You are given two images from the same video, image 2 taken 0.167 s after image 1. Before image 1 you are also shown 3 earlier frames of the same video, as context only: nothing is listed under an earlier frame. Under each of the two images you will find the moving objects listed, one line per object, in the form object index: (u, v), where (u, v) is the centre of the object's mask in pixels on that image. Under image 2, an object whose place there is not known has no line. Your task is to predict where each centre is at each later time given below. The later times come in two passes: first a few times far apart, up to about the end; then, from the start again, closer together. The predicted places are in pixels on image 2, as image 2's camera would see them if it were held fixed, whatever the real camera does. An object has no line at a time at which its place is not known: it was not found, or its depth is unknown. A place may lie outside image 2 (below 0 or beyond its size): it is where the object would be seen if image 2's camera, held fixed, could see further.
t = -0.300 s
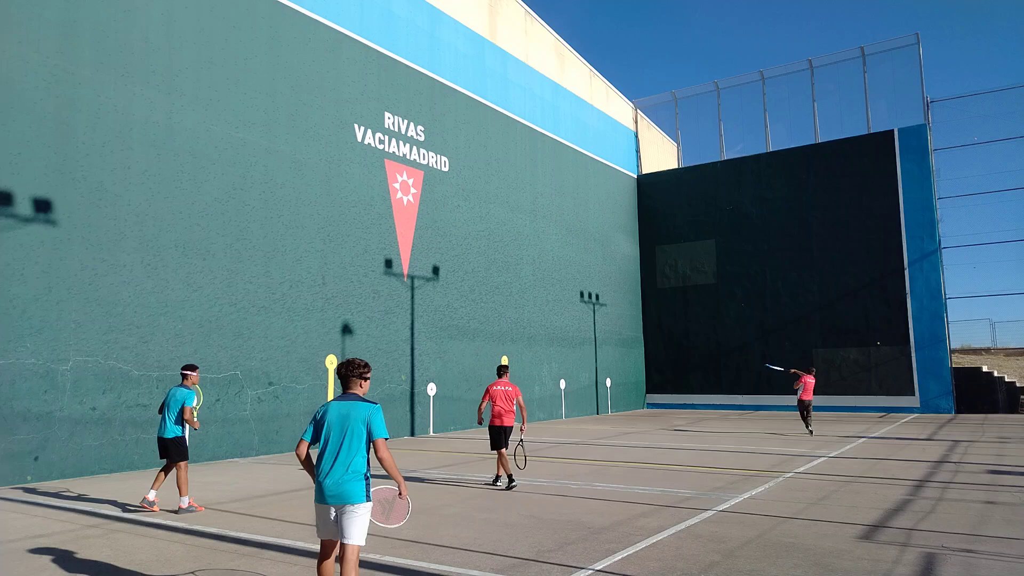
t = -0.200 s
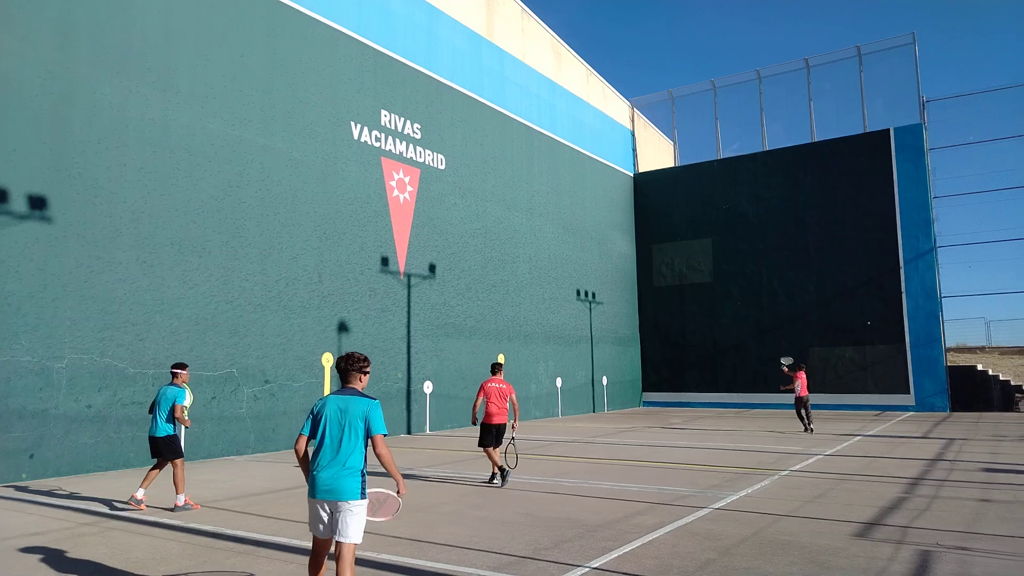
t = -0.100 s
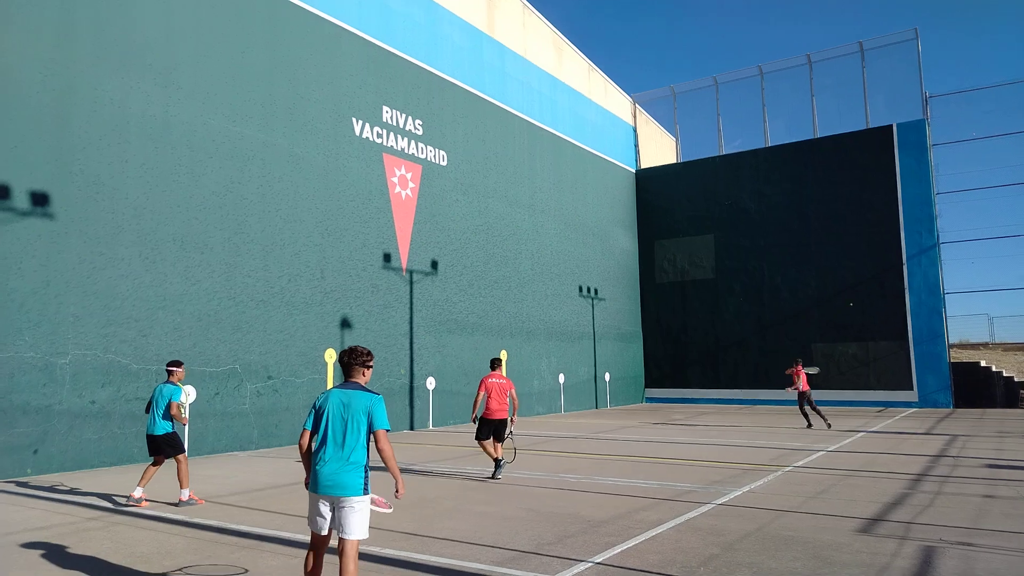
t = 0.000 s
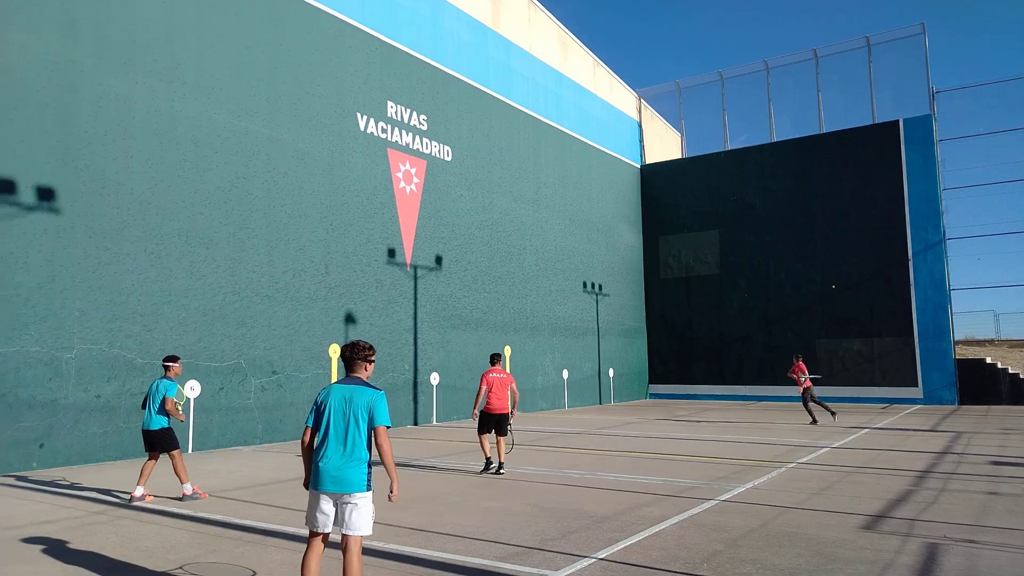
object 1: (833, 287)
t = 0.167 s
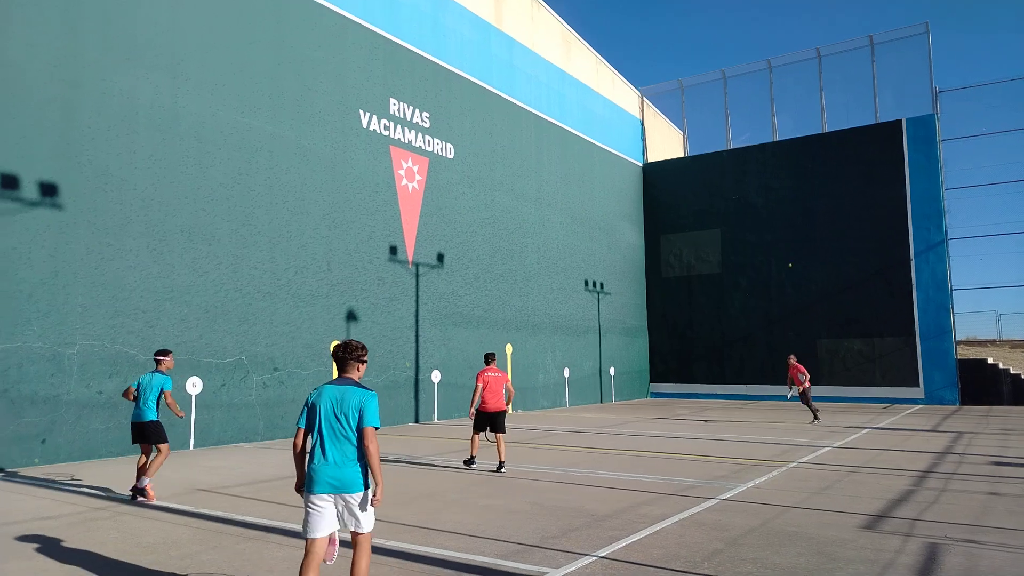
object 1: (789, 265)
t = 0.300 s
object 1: (746, 251)
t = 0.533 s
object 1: (646, 235)
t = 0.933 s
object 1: (343, 263)
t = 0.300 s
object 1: (746, 251)
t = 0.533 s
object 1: (646, 235)
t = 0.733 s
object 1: (525, 237)
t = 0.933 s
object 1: (343, 263)
